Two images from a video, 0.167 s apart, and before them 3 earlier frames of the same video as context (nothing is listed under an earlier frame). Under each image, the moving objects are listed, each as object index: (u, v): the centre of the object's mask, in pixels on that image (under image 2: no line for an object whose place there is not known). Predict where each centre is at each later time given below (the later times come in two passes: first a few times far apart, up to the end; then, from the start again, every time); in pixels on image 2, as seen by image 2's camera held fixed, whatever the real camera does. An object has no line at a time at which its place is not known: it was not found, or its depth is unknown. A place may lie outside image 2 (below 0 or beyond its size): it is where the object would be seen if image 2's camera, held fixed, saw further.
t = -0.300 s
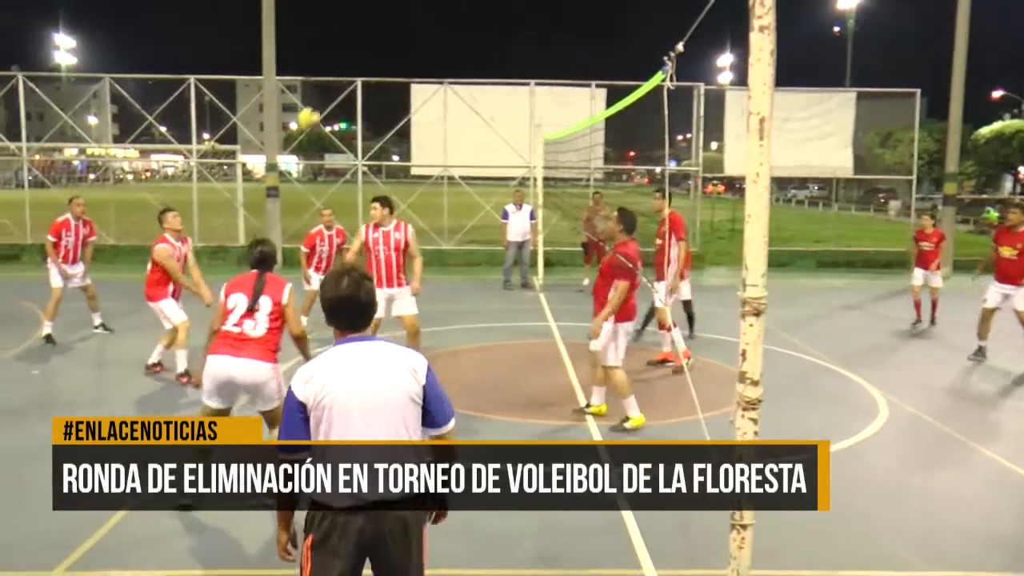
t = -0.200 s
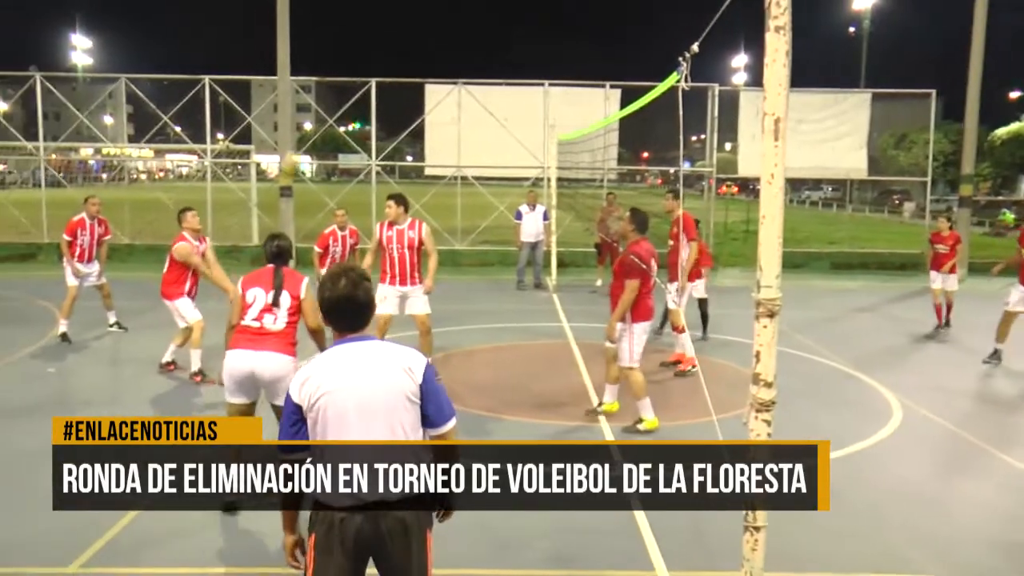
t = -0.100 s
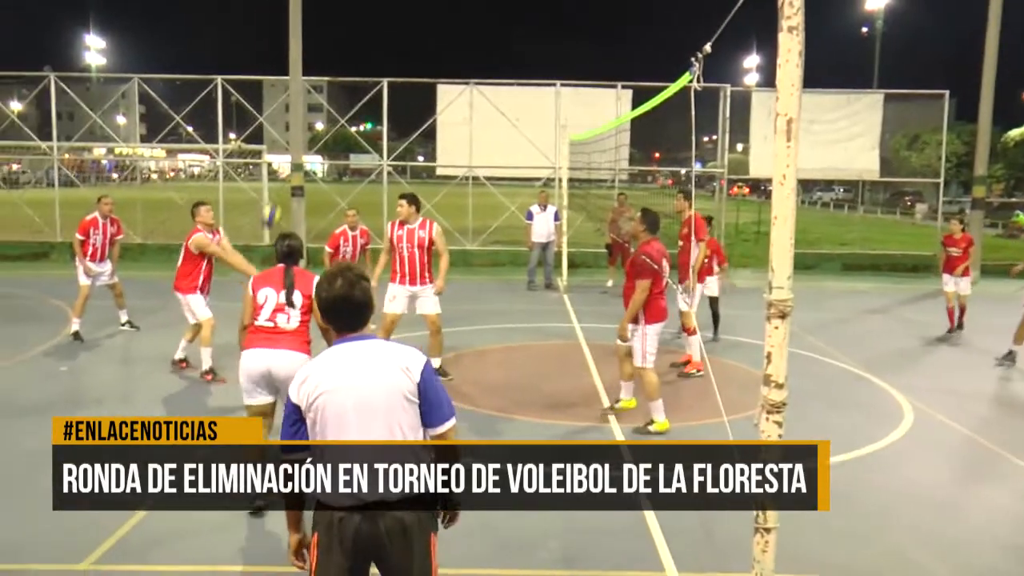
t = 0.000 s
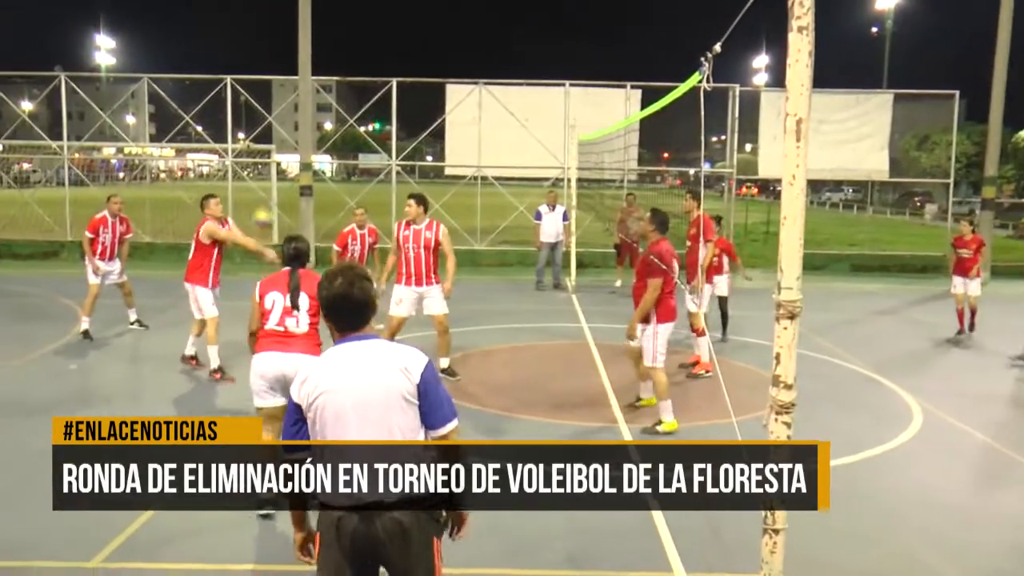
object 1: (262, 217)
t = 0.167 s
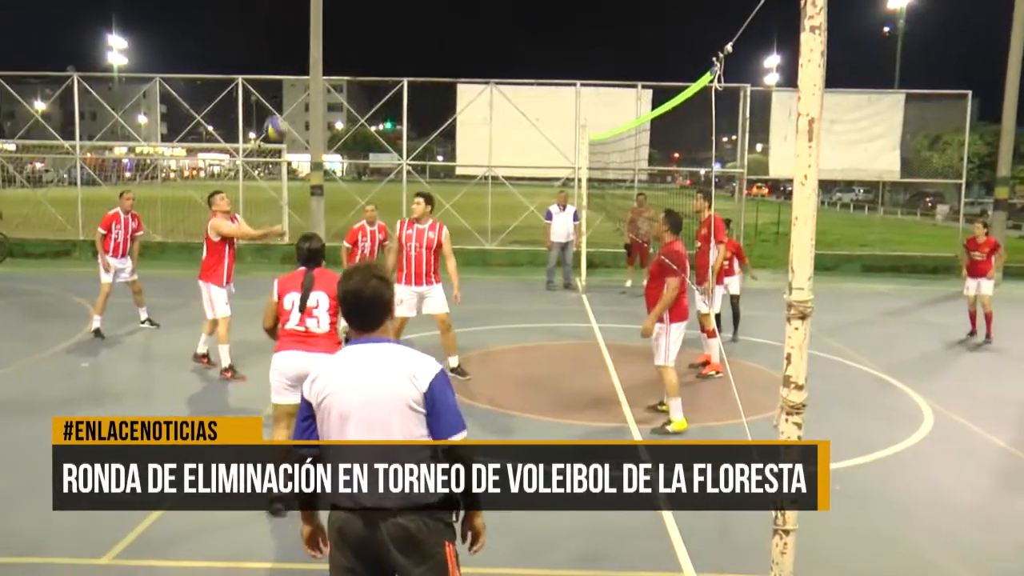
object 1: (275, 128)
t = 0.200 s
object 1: (276, 112)
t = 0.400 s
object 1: (280, 38)
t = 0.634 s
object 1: (285, 8)
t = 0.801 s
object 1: (288, 23)
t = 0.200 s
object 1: (276, 112)
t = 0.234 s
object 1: (276, 94)
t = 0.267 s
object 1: (278, 81)
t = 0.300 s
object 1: (279, 69)
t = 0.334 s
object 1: (279, 57)
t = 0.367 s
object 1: (280, 47)
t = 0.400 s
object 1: (280, 38)
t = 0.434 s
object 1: (281, 29)
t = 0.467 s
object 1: (282, 22)
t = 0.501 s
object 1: (283, 16)
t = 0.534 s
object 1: (283, 11)
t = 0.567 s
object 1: (284, 9)
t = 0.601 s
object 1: (284, 9)
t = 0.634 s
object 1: (285, 8)
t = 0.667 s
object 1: (285, 8)
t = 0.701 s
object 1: (286, 9)
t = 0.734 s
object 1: (287, 12)
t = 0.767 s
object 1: (287, 16)
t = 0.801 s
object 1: (288, 23)
